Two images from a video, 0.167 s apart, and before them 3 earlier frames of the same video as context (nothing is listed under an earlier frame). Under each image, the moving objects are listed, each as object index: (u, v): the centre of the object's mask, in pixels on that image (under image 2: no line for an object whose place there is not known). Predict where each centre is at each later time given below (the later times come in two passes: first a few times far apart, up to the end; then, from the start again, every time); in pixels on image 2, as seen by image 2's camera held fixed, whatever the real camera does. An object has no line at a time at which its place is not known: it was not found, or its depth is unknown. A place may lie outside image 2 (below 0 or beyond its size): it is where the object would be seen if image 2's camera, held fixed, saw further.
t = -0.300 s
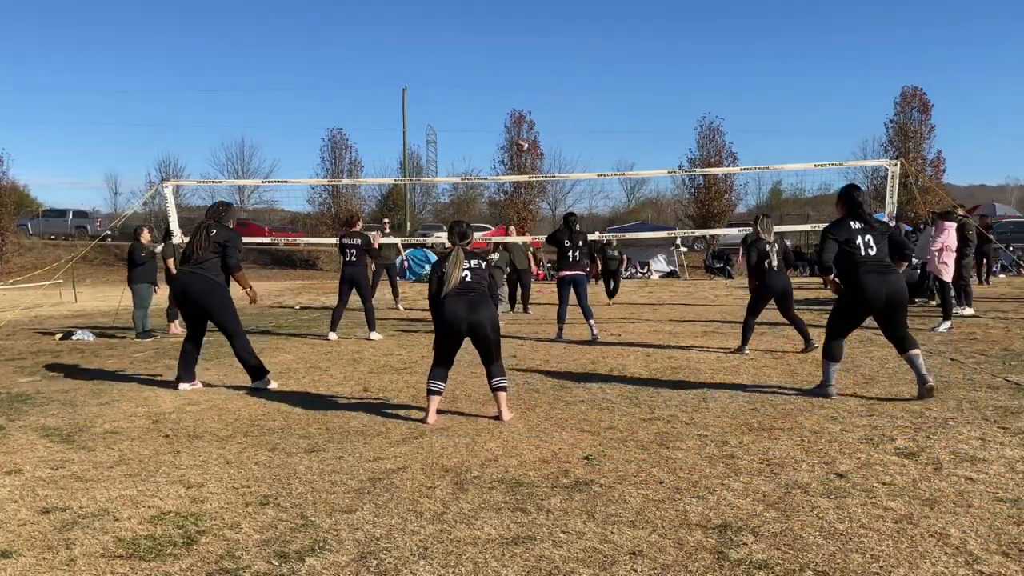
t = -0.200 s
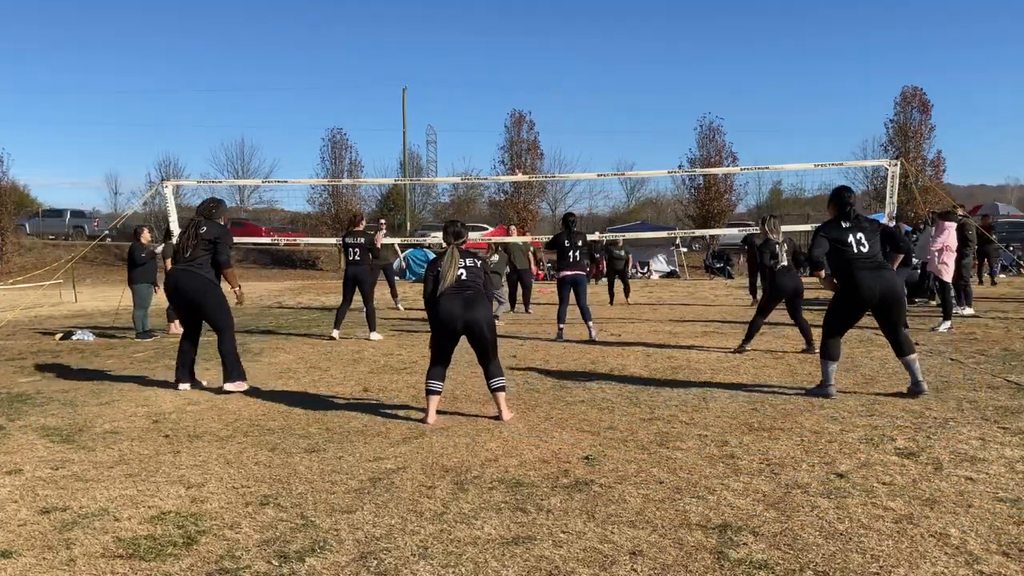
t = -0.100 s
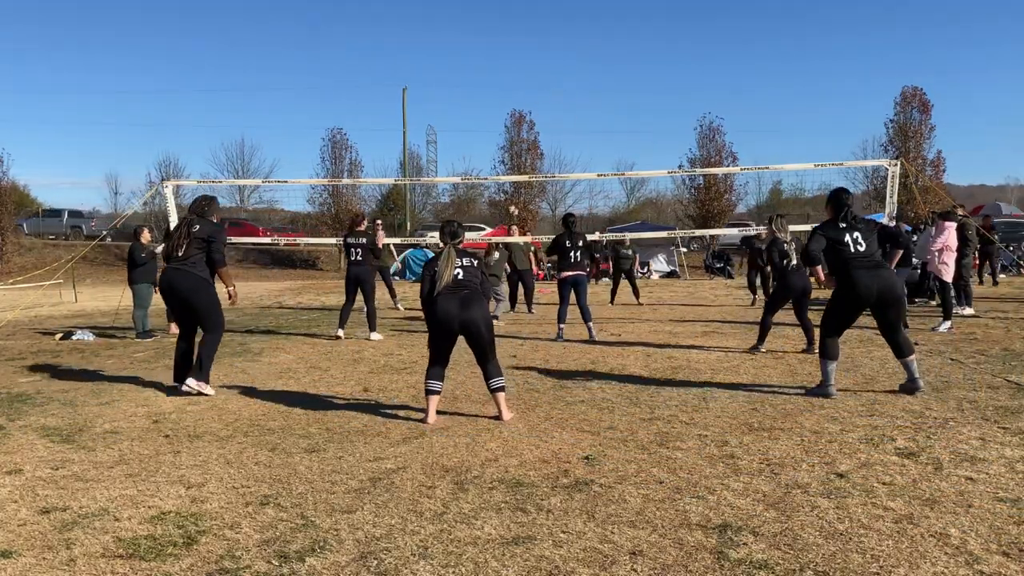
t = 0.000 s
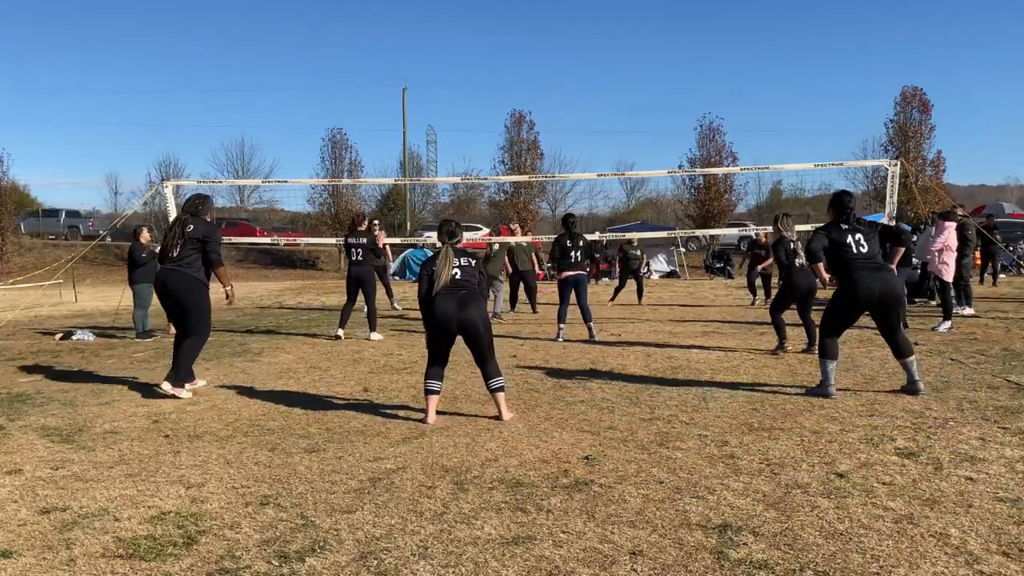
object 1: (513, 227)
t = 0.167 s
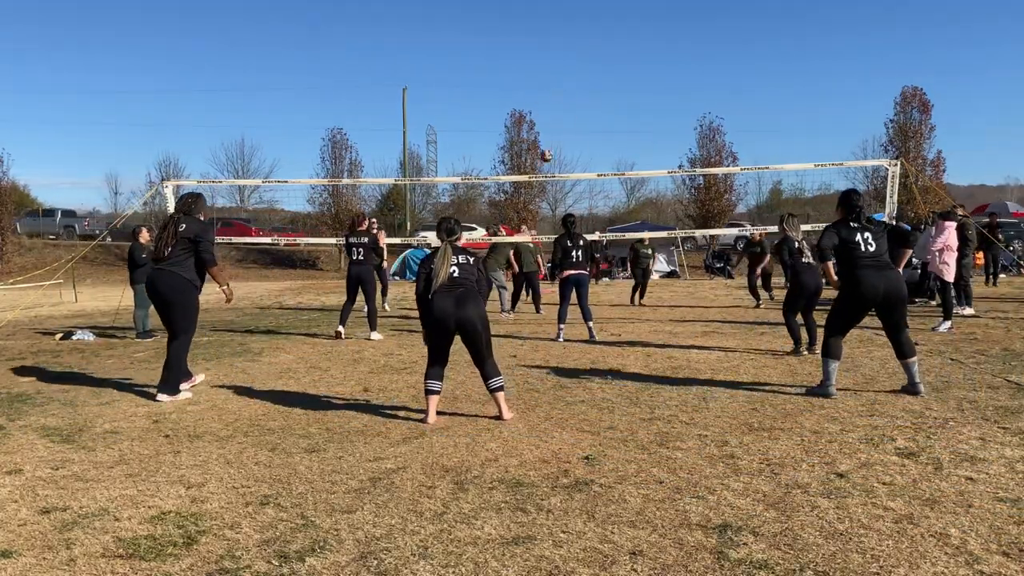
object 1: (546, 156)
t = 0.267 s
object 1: (566, 120)
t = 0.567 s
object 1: (629, 48)
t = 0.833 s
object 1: (685, 34)
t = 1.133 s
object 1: (747, 74)
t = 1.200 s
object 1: (760, 91)
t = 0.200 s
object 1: (553, 143)
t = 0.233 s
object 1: (559, 131)
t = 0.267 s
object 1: (566, 120)
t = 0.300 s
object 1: (573, 109)
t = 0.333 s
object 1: (580, 99)
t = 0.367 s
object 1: (587, 90)
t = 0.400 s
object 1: (594, 81)
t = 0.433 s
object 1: (601, 73)
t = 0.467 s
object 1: (608, 66)
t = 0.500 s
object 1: (615, 59)
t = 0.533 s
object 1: (622, 53)
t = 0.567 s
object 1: (629, 48)
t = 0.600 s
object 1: (636, 43)
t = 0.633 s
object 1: (643, 40)
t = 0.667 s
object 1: (651, 37)
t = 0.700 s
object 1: (657, 35)
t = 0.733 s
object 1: (664, 33)
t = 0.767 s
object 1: (671, 33)
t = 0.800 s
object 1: (678, 33)
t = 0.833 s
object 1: (685, 34)
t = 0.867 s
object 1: (692, 35)
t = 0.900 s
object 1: (699, 38)
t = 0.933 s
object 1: (706, 40)
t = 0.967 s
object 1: (713, 44)
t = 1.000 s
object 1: (720, 48)
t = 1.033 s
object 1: (726, 54)
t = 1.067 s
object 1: (733, 59)
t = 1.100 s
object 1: (740, 67)
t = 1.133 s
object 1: (747, 74)
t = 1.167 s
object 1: (753, 82)
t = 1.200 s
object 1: (760, 91)
